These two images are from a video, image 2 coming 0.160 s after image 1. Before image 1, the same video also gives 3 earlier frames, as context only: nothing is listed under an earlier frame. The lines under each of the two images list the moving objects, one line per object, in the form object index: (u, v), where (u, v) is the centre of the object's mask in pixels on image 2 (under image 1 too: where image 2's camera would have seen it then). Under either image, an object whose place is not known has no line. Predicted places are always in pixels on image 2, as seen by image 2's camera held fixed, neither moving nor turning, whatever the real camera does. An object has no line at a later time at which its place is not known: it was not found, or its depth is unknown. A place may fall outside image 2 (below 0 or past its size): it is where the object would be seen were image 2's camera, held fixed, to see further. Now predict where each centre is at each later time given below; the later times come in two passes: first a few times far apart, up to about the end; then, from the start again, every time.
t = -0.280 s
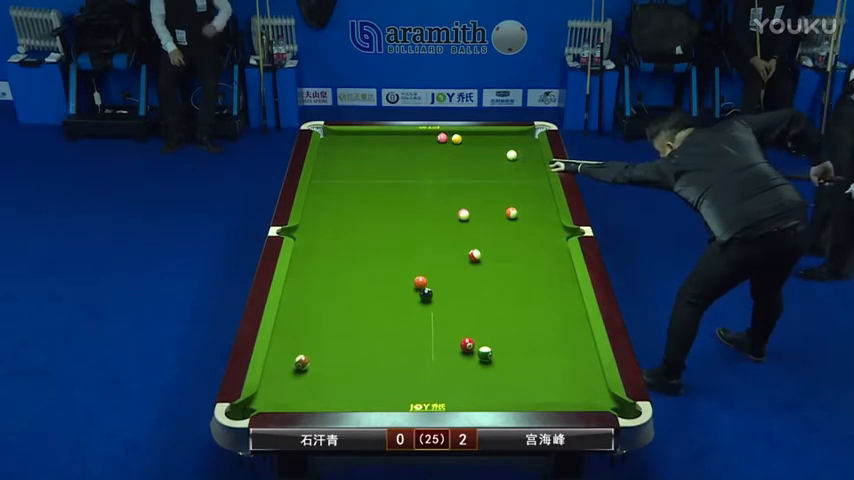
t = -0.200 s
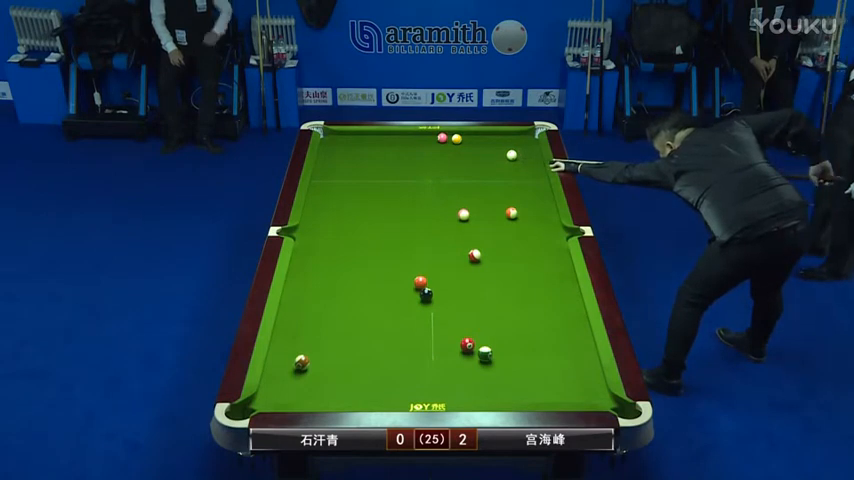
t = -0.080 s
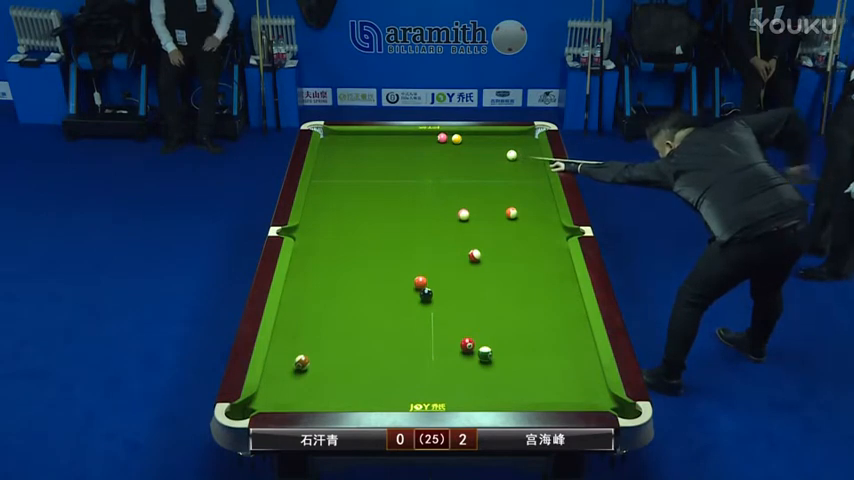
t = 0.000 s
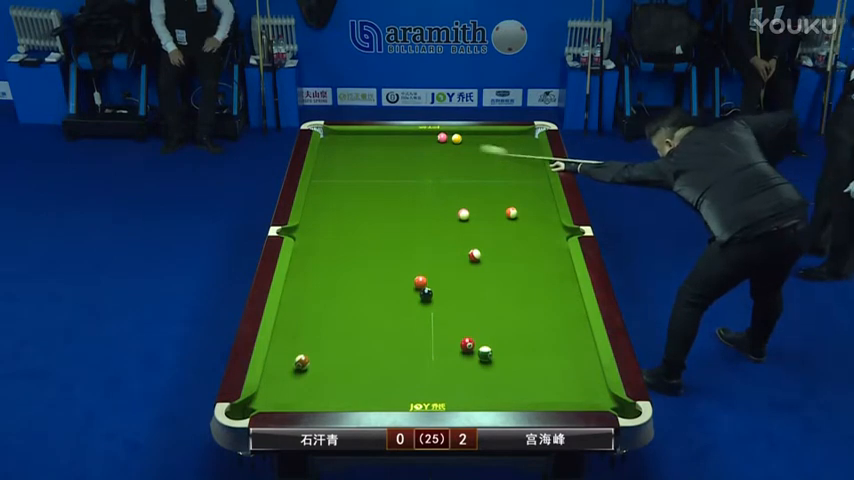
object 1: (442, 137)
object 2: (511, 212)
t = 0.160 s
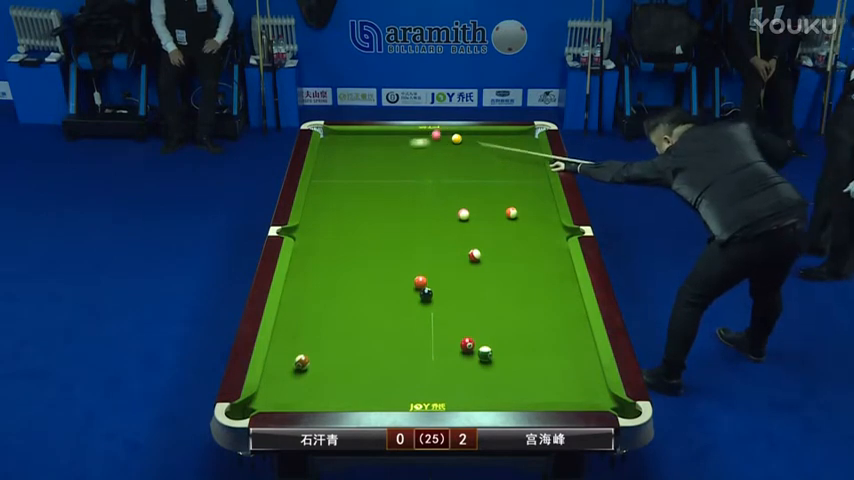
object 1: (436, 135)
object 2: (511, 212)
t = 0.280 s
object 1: (428, 145)
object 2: (511, 212)
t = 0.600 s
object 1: (406, 176)
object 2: (511, 212)
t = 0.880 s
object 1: (384, 206)
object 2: (511, 212)
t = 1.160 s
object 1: (360, 239)
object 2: (511, 212)
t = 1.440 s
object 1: (334, 276)
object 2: (511, 212)
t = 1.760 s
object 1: (299, 325)
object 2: (511, 212)
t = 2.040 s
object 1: (272, 373)
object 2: (500, 214)
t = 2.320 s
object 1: (272, 386)
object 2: (484, 216)
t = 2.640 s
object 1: (274, 357)
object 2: (469, 219)
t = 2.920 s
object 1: (283, 337)
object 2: (462, 222)
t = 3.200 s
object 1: (290, 317)
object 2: (454, 226)
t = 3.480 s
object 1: (297, 300)
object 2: (448, 228)
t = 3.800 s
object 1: (303, 283)
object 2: (442, 231)
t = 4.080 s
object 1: (308, 270)
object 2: (438, 233)
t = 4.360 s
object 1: (313, 258)
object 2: (434, 235)
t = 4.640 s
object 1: (318, 247)
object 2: (431, 236)
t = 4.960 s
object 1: (322, 236)
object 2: (430, 236)
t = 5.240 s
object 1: (326, 228)
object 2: (429, 237)
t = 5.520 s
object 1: (328, 220)
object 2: (429, 237)
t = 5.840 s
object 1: (332, 213)
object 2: (429, 237)
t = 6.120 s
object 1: (334, 207)
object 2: (429, 237)
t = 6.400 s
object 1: (336, 202)
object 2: (429, 237)
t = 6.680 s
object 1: (337, 198)
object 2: (429, 237)
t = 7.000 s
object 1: (339, 194)
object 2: (429, 237)
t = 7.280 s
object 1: (340, 191)
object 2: (429, 237)
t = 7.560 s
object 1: (341, 189)
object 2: (429, 237)
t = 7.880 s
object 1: (341, 187)
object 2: (429, 237)
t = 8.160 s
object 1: (341, 186)
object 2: (429, 237)
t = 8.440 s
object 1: (341, 185)
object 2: (429, 237)
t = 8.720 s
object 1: (341, 185)
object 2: (429, 237)
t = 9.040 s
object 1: (341, 185)
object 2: (429, 237)
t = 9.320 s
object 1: (341, 185)
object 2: (429, 237)
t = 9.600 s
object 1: (341, 185)
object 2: (429, 237)
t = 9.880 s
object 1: (341, 185)
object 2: (429, 237)
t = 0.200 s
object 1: (433, 138)
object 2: (511, 212)
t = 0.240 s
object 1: (430, 142)
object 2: (511, 212)
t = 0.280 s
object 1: (428, 145)
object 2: (511, 212)
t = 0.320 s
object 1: (425, 149)
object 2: (511, 212)
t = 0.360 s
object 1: (422, 153)
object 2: (511, 212)
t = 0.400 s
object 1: (419, 156)
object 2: (511, 212)
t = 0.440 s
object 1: (417, 160)
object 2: (511, 212)
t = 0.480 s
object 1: (414, 164)
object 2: (511, 212)
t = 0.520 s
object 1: (411, 168)
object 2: (511, 212)
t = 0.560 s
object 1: (409, 172)
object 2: (511, 212)
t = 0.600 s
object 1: (406, 176)
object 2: (511, 212)
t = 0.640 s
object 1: (403, 180)
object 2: (511, 212)
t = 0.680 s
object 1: (400, 184)
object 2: (511, 212)
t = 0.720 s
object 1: (397, 188)
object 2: (511, 212)
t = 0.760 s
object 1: (394, 192)
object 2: (511, 212)
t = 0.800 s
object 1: (391, 197)
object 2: (511, 212)
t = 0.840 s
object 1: (388, 201)
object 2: (511, 212)
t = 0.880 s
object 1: (384, 206)
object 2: (511, 212)
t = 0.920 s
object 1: (381, 210)
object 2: (511, 212)
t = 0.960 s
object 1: (378, 214)
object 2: (511, 212)
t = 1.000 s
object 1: (375, 219)
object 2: (511, 212)
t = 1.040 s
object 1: (371, 224)
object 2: (511, 212)
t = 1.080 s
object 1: (368, 229)
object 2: (511, 212)
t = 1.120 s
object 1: (364, 234)
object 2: (511, 212)
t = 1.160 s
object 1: (360, 239)
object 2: (511, 212)
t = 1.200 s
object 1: (357, 243)
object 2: (511, 212)
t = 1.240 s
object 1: (353, 248)
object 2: (511, 212)
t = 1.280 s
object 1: (349, 254)
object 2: (511, 212)
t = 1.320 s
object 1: (345, 259)
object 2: (511, 212)
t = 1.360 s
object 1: (342, 265)
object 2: (511, 212)
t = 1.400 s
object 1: (338, 270)
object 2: (511, 212)
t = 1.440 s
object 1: (334, 276)
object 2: (511, 212)
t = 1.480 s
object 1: (330, 281)
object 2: (511, 212)
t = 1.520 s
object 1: (325, 288)
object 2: (511, 212)
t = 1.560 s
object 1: (321, 294)
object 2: (511, 212)
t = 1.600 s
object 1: (317, 300)
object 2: (511, 212)
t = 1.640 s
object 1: (312, 306)
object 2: (511, 212)
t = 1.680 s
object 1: (308, 312)
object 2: (511, 212)
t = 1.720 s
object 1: (303, 318)
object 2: (511, 212)
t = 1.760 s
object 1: (299, 325)
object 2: (511, 212)
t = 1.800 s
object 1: (294, 331)
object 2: (511, 212)
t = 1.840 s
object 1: (289, 338)
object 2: (511, 212)
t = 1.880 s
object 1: (285, 345)
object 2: (511, 212)
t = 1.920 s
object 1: (280, 352)
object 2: (509, 212)
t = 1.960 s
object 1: (274, 360)
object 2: (505, 213)
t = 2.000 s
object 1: (272, 366)
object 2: (503, 213)
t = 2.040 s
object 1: (272, 373)
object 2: (500, 214)
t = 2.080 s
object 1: (273, 380)
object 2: (498, 214)
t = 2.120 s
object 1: (273, 387)
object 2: (495, 214)
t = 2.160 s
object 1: (273, 394)
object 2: (493, 215)
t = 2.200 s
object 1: (273, 398)
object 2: (491, 215)
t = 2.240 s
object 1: (273, 395)
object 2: (489, 215)
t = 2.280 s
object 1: (273, 390)
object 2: (486, 216)
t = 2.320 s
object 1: (272, 386)
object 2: (484, 216)
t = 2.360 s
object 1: (272, 382)
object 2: (481, 216)
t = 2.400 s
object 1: (272, 378)
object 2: (479, 217)
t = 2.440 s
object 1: (271, 374)
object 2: (477, 217)
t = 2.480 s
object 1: (271, 370)
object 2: (475, 217)
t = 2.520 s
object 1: (271, 367)
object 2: (473, 217)
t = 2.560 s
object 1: (272, 363)
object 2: (472, 218)
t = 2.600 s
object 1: (273, 360)
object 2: (471, 218)
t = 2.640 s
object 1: (274, 357)
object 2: (469, 219)
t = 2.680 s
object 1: (276, 353)
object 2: (468, 220)
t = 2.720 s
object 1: (277, 351)
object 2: (467, 220)
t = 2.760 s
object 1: (278, 348)
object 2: (466, 220)
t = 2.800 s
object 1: (279, 344)
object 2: (465, 221)
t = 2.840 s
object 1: (281, 342)
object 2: (464, 221)
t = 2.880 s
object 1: (282, 339)
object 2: (462, 222)
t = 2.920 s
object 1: (283, 337)
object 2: (462, 222)
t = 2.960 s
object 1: (284, 333)
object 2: (461, 223)
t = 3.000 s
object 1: (285, 330)
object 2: (459, 223)
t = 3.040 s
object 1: (286, 328)
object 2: (458, 223)
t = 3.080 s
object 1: (287, 325)
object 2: (457, 224)
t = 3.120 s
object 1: (288, 322)
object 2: (456, 224)
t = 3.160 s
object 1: (289, 320)
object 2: (455, 225)
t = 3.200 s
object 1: (290, 317)
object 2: (454, 226)
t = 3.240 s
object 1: (291, 315)
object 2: (453, 226)
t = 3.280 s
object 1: (292, 312)
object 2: (453, 226)
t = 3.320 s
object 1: (293, 309)
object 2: (452, 227)
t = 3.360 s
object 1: (294, 307)
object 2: (451, 227)
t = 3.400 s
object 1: (295, 305)
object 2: (450, 228)
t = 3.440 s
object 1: (296, 303)
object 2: (449, 228)
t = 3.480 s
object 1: (297, 300)
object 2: (448, 228)
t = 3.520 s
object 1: (297, 298)
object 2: (447, 229)
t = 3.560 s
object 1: (299, 296)
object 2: (447, 229)
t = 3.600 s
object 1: (299, 293)
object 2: (446, 230)
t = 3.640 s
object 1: (300, 291)
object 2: (445, 230)
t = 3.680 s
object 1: (301, 290)
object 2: (444, 230)
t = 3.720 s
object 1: (302, 287)
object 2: (443, 231)
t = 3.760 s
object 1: (302, 285)
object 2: (443, 231)
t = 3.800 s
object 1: (303, 283)
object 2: (442, 231)
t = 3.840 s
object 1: (304, 281)
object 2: (441, 231)
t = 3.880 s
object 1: (305, 280)
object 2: (441, 232)
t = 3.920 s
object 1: (306, 278)
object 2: (440, 232)
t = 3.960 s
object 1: (306, 276)
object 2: (439, 232)
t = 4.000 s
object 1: (307, 274)
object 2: (439, 233)
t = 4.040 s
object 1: (308, 272)
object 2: (438, 233)
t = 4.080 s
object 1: (308, 270)
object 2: (438, 233)
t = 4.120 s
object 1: (309, 268)
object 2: (437, 233)
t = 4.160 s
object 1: (310, 267)
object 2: (436, 234)
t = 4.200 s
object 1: (311, 265)
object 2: (436, 234)
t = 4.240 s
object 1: (311, 263)
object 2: (435, 234)
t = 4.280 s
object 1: (312, 261)
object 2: (435, 234)
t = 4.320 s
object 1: (313, 260)
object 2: (434, 234)
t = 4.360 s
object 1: (313, 258)
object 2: (434, 235)
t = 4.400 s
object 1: (314, 256)
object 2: (433, 235)
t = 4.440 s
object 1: (315, 255)
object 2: (433, 235)
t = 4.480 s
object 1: (315, 253)
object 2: (433, 235)
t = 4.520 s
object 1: (316, 252)
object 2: (433, 235)
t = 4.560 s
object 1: (317, 250)
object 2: (432, 235)
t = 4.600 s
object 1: (317, 249)
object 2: (432, 236)
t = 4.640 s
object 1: (318, 247)
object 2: (431, 236)
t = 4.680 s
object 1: (318, 246)
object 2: (431, 236)
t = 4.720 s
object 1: (319, 244)
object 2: (431, 236)
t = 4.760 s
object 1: (320, 243)
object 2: (431, 236)
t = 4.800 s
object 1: (320, 242)
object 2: (430, 236)
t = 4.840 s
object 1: (321, 240)
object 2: (430, 236)
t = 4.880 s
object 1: (321, 239)
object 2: (430, 236)
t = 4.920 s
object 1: (322, 238)
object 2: (430, 236)
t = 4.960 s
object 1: (322, 236)
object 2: (430, 236)
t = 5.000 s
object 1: (323, 235)
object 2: (430, 236)
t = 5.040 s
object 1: (323, 234)
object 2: (429, 237)
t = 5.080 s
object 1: (324, 233)
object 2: (429, 237)
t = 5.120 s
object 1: (324, 231)
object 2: (429, 237)
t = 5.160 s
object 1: (325, 230)
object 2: (429, 237)
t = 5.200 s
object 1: (325, 229)
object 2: (429, 237)
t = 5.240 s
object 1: (326, 228)
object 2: (429, 237)
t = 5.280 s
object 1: (326, 227)
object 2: (429, 237)
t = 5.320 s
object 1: (326, 226)
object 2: (429, 237)
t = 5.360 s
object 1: (327, 224)
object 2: (429, 237)
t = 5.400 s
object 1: (327, 224)
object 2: (429, 237)
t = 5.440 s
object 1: (328, 223)
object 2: (429, 237)
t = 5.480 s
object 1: (328, 222)
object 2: (429, 237)
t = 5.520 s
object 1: (328, 220)
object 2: (429, 237)
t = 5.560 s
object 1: (329, 219)
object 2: (429, 237)
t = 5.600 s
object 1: (329, 219)
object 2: (429, 237)
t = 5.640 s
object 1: (330, 218)
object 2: (429, 237)
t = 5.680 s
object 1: (330, 216)
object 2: (429, 237)
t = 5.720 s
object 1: (331, 216)
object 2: (429, 237)
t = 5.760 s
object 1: (331, 215)
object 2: (429, 237)
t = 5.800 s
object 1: (331, 214)
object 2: (429, 237)
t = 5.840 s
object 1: (332, 213)
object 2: (429, 237)
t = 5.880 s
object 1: (332, 212)
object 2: (429, 237)
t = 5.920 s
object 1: (332, 211)
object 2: (429, 237)
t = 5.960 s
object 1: (333, 210)
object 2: (429, 237)
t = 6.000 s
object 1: (333, 209)
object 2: (429, 237)
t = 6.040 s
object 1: (333, 208)
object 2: (429, 237)
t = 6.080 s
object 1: (334, 208)
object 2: (429, 237)
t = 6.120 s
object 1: (334, 207)
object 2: (429, 237)
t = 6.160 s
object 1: (334, 206)
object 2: (429, 237)
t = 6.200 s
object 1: (334, 206)
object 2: (429, 237)
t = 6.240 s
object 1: (335, 205)
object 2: (429, 237)
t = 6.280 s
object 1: (335, 204)
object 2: (429, 237)
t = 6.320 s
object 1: (335, 203)
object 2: (429, 237)
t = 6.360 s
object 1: (336, 203)
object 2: (429, 237)
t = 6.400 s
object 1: (336, 202)
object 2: (429, 237)
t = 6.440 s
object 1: (336, 202)
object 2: (429, 237)
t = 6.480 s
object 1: (336, 201)
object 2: (429, 237)
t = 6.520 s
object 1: (337, 200)
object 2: (429, 237)
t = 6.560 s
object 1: (337, 200)
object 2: (429, 237)
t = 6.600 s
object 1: (337, 199)
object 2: (429, 237)
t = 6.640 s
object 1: (337, 198)
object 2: (429, 237)
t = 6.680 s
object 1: (337, 198)
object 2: (429, 237)
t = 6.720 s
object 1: (338, 197)
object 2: (429, 237)
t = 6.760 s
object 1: (338, 197)
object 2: (429, 237)
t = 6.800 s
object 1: (338, 196)
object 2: (429, 237)
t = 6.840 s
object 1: (338, 196)
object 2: (429, 237)
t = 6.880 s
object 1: (339, 195)
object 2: (429, 237)
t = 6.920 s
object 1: (339, 195)
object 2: (429, 237)
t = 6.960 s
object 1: (339, 194)
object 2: (429, 237)
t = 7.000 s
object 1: (339, 194)
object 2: (429, 237)
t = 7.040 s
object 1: (339, 193)
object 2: (429, 237)
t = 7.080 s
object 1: (339, 193)
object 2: (429, 237)
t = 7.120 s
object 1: (339, 192)
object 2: (429, 237)
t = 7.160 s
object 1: (339, 192)
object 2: (429, 237)
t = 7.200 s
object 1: (340, 191)
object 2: (429, 237)
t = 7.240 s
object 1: (340, 191)
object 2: (429, 237)
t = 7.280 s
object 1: (340, 191)
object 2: (429, 237)
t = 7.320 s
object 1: (340, 190)
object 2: (429, 237)
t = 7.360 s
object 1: (340, 190)
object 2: (429, 237)
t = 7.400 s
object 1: (340, 190)
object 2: (429, 237)
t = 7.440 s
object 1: (340, 189)
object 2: (429, 237)
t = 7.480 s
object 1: (340, 189)
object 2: (429, 237)
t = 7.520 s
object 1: (341, 189)
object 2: (429, 237)
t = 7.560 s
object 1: (341, 189)
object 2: (429, 237)
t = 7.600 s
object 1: (341, 188)
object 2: (429, 237)
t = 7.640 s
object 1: (341, 188)
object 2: (429, 237)
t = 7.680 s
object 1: (341, 188)
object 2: (429, 237)
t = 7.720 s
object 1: (341, 187)
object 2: (429, 237)
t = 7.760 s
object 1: (341, 187)
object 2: (429, 237)
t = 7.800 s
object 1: (341, 187)
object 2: (429, 237)
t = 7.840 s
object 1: (341, 187)
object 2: (429, 237)
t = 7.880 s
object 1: (341, 187)
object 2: (429, 237)
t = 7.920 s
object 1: (341, 187)
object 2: (429, 237)
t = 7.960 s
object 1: (341, 186)
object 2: (429, 237)
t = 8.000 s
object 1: (341, 186)
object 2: (429, 237)
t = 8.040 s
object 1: (341, 186)
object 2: (429, 237)
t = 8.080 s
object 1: (341, 186)
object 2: (429, 237)
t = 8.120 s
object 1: (341, 185)
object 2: (429, 237)
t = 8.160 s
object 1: (341, 186)
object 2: (429, 237)
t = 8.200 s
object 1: (341, 185)
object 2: (429, 237)
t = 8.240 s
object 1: (341, 185)
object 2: (429, 237)
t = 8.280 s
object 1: (341, 185)
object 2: (429, 237)
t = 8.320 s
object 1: (341, 185)
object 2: (429, 237)
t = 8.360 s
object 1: (341, 185)
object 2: (429, 237)
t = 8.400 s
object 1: (341, 185)
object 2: (429, 237)
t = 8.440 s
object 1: (341, 185)
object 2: (429, 237)
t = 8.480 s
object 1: (341, 185)
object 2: (429, 237)
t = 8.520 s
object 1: (341, 185)
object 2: (429, 237)
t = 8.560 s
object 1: (341, 185)
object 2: (429, 237)
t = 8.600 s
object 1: (341, 185)
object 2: (429, 237)
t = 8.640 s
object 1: (341, 185)
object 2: (429, 237)
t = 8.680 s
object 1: (341, 185)
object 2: (429, 237)
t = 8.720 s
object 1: (341, 185)
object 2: (429, 237)
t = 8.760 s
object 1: (341, 185)
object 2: (429, 237)
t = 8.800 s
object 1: (341, 185)
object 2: (429, 237)
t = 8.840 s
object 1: (341, 185)
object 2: (429, 237)
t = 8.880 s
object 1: (341, 185)
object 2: (429, 237)
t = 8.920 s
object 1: (341, 185)
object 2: (429, 237)
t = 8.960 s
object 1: (341, 185)
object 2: (429, 237)
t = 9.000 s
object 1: (341, 185)
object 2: (429, 237)
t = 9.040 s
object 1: (341, 185)
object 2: (429, 237)
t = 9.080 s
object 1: (341, 185)
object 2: (429, 237)
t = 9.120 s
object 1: (341, 185)
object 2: (429, 237)
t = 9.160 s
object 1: (341, 185)
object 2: (429, 237)
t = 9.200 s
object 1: (341, 185)
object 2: (429, 237)
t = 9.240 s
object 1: (341, 185)
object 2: (429, 237)
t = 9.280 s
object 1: (341, 185)
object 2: (429, 237)
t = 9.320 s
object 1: (341, 185)
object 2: (429, 237)
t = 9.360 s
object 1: (341, 185)
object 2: (429, 237)
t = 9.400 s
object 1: (341, 185)
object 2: (429, 237)
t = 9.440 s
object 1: (341, 185)
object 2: (429, 237)
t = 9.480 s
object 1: (341, 185)
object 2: (429, 237)
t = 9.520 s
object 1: (341, 185)
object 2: (429, 237)
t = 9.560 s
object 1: (341, 185)
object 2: (429, 237)
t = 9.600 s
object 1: (341, 185)
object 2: (429, 237)
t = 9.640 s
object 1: (341, 185)
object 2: (429, 237)
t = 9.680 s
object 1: (341, 185)
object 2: (429, 237)
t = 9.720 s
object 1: (341, 185)
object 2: (429, 237)
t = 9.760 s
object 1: (341, 185)
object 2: (429, 237)
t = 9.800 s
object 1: (341, 185)
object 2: (429, 237)
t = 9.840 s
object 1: (341, 185)
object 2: (429, 237)
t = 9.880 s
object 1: (341, 185)
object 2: (429, 237)
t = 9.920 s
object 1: (341, 185)
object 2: (429, 237)
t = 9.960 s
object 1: (341, 185)
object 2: (429, 237)
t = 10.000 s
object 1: (341, 185)
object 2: (429, 237)
